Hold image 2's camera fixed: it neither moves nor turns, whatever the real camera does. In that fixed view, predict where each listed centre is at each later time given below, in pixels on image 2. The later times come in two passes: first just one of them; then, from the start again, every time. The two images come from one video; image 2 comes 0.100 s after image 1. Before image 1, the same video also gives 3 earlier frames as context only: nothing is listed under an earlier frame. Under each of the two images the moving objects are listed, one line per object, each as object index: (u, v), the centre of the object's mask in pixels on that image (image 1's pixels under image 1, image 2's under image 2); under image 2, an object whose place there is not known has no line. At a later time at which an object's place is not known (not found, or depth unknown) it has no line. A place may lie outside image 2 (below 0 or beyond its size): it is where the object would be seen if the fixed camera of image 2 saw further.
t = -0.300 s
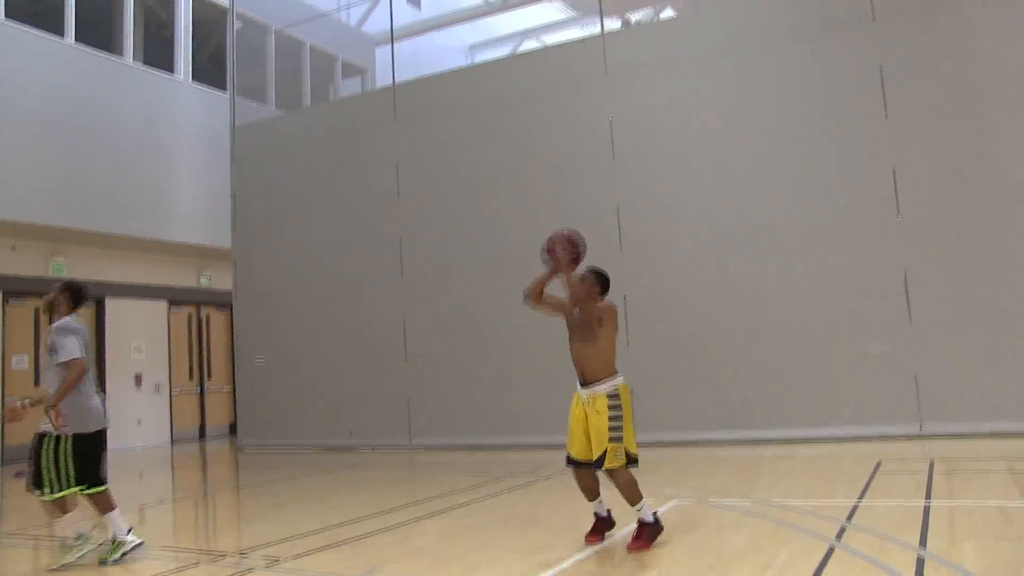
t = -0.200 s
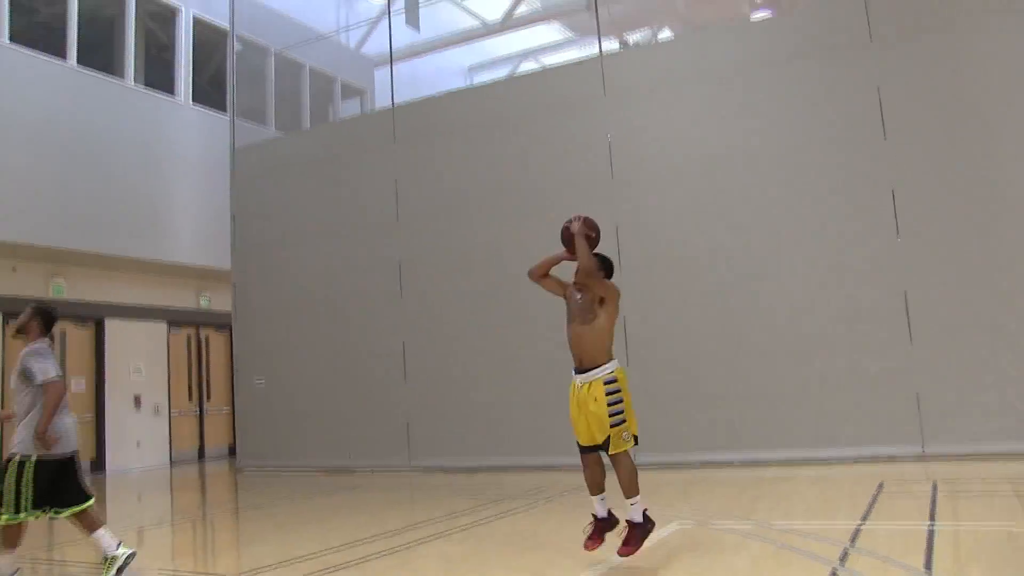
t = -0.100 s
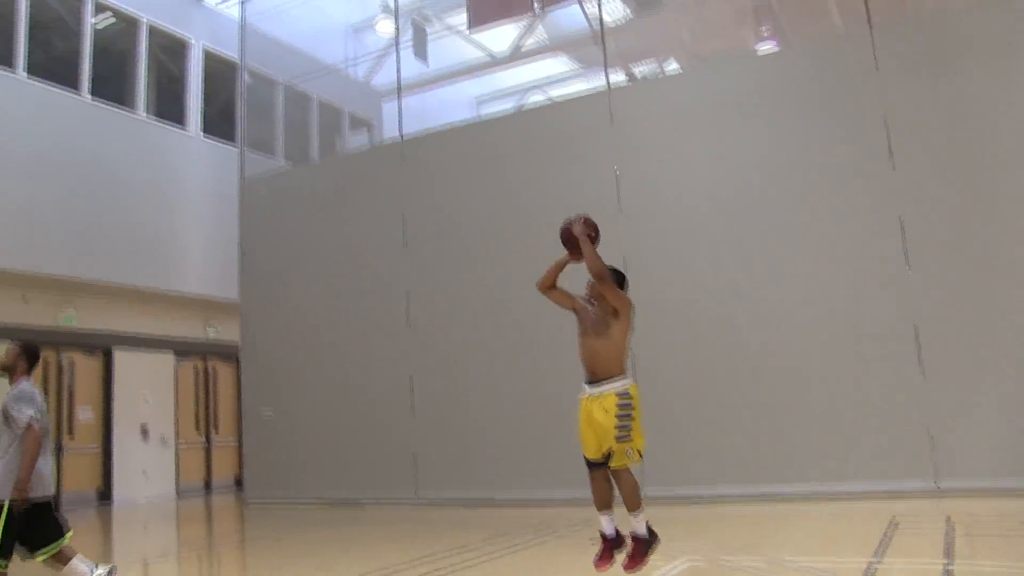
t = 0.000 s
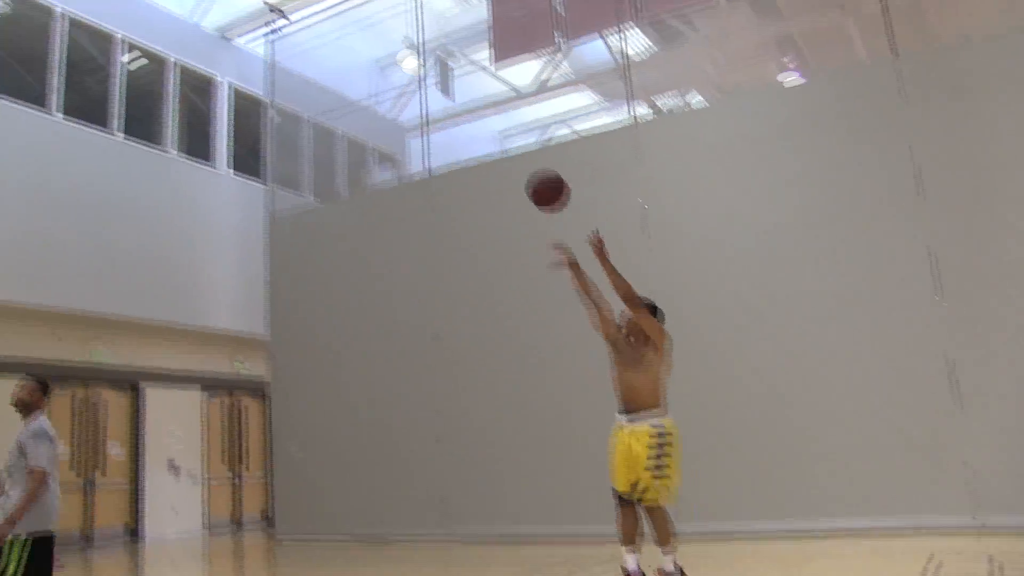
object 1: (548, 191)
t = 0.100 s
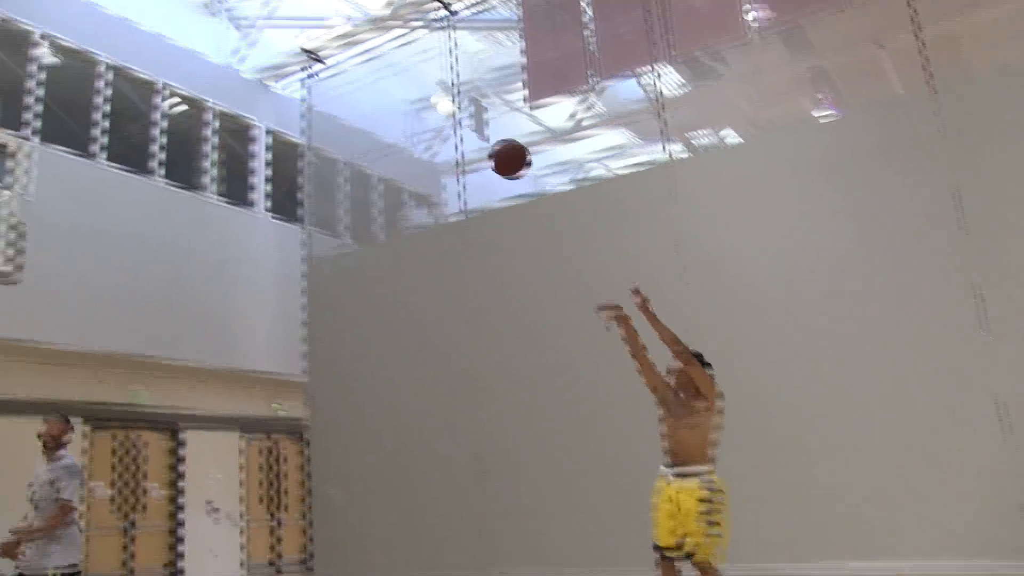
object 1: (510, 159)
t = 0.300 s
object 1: (371, 67)
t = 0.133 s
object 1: (486, 139)
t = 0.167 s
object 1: (462, 121)
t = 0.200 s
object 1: (439, 105)
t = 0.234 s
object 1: (416, 91)
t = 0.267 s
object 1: (393, 78)
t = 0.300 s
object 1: (371, 67)
